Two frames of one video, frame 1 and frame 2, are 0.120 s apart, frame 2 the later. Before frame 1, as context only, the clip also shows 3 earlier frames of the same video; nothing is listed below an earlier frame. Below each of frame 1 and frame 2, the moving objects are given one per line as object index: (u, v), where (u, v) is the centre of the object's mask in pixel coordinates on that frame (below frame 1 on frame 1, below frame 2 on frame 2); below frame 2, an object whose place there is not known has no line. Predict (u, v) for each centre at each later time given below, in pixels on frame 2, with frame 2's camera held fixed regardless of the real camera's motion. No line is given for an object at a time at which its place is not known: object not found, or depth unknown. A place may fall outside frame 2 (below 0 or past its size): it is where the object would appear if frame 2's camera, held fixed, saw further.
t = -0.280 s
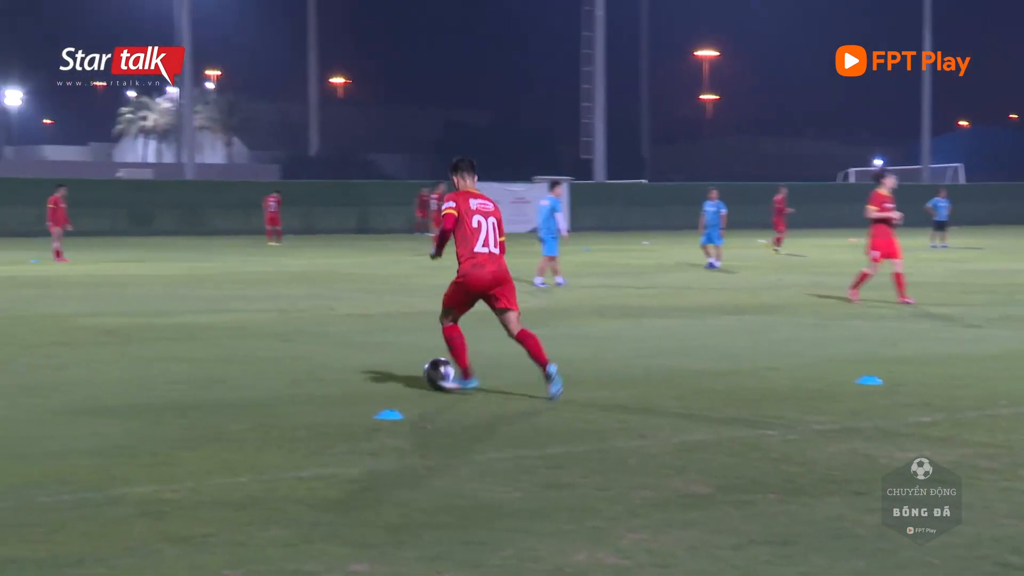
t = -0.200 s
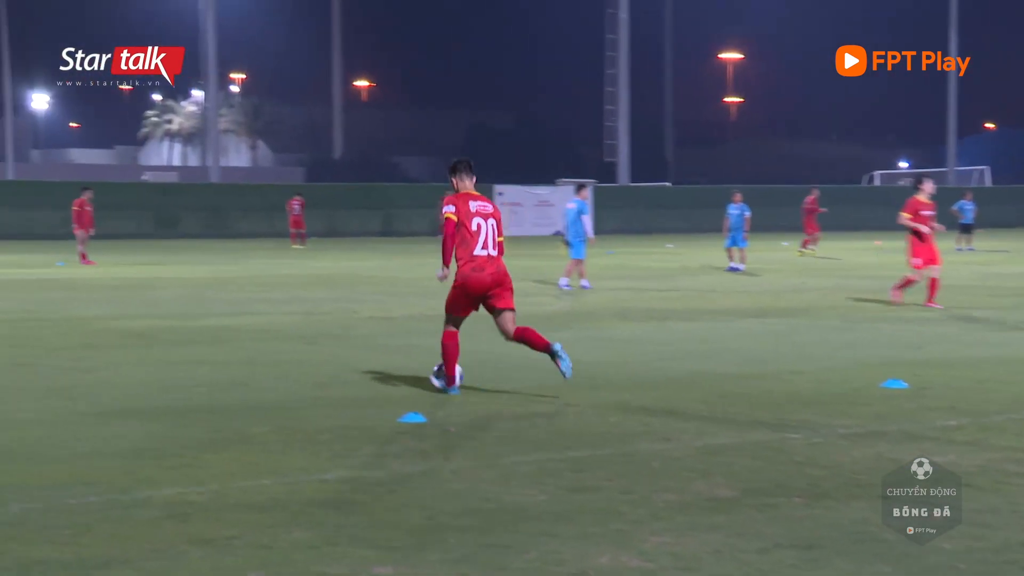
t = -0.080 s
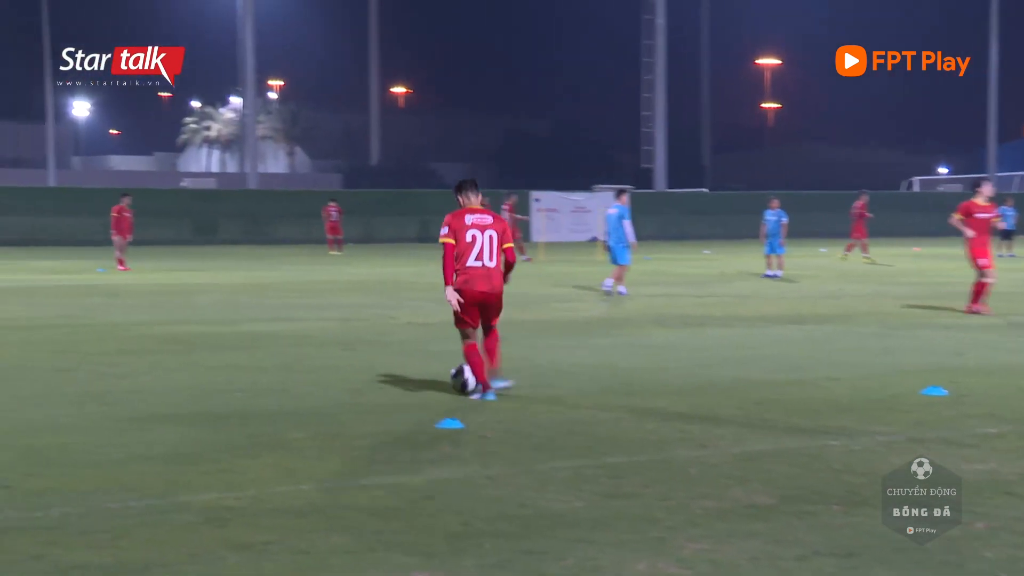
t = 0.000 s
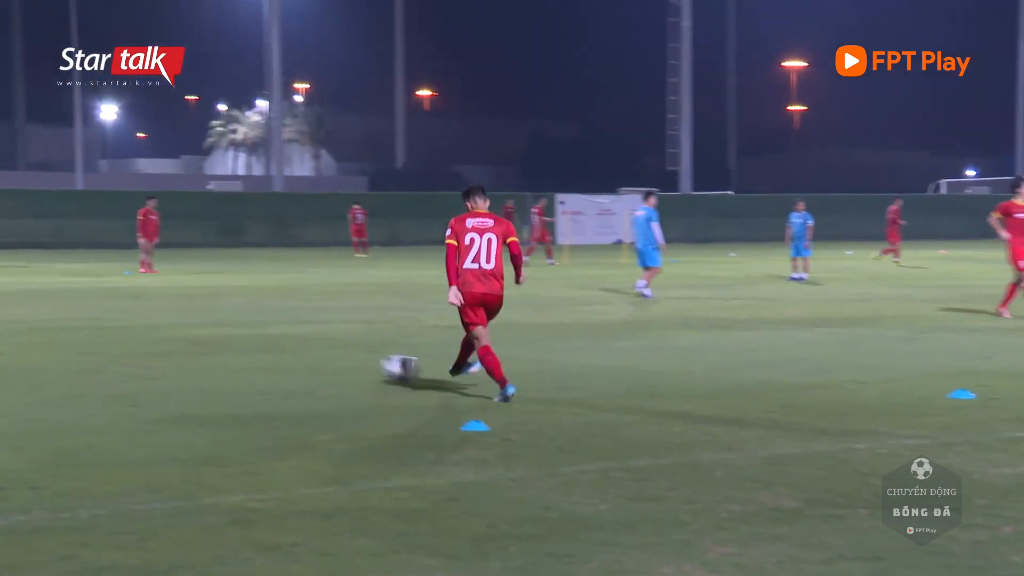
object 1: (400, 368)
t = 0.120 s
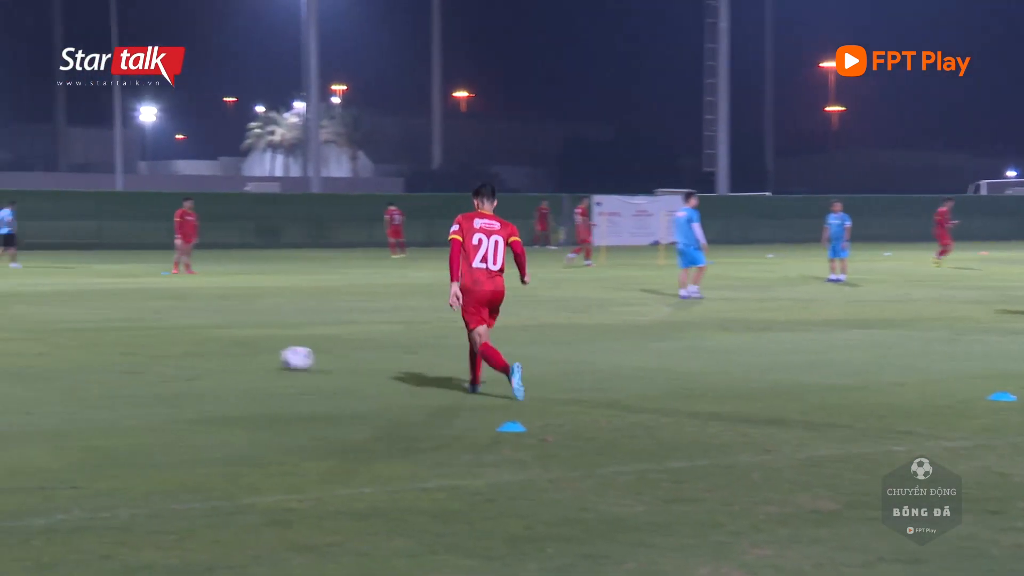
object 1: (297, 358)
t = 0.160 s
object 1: (259, 353)
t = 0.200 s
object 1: (224, 349)
